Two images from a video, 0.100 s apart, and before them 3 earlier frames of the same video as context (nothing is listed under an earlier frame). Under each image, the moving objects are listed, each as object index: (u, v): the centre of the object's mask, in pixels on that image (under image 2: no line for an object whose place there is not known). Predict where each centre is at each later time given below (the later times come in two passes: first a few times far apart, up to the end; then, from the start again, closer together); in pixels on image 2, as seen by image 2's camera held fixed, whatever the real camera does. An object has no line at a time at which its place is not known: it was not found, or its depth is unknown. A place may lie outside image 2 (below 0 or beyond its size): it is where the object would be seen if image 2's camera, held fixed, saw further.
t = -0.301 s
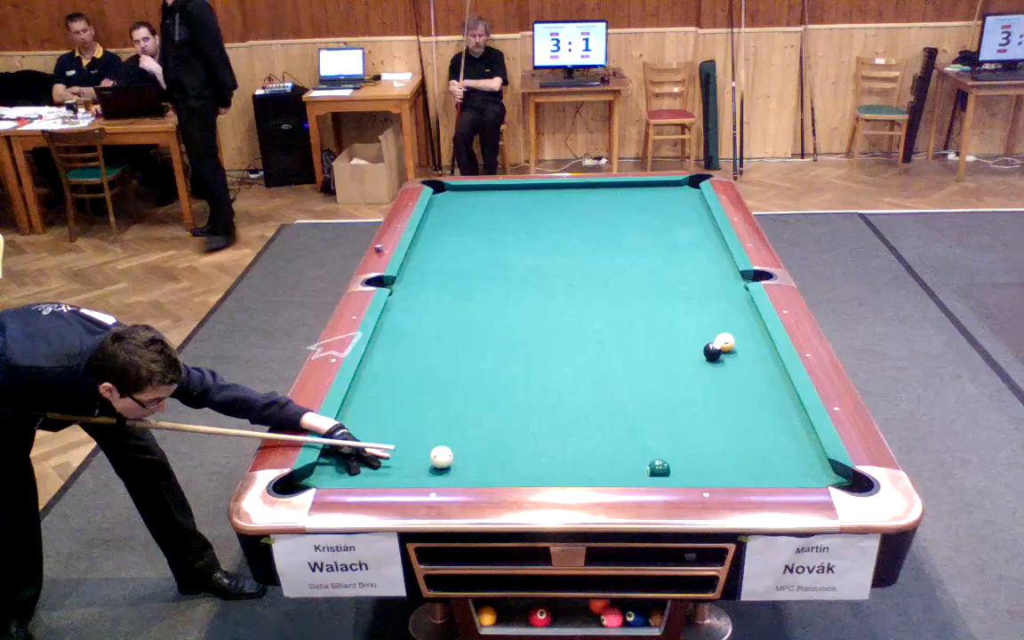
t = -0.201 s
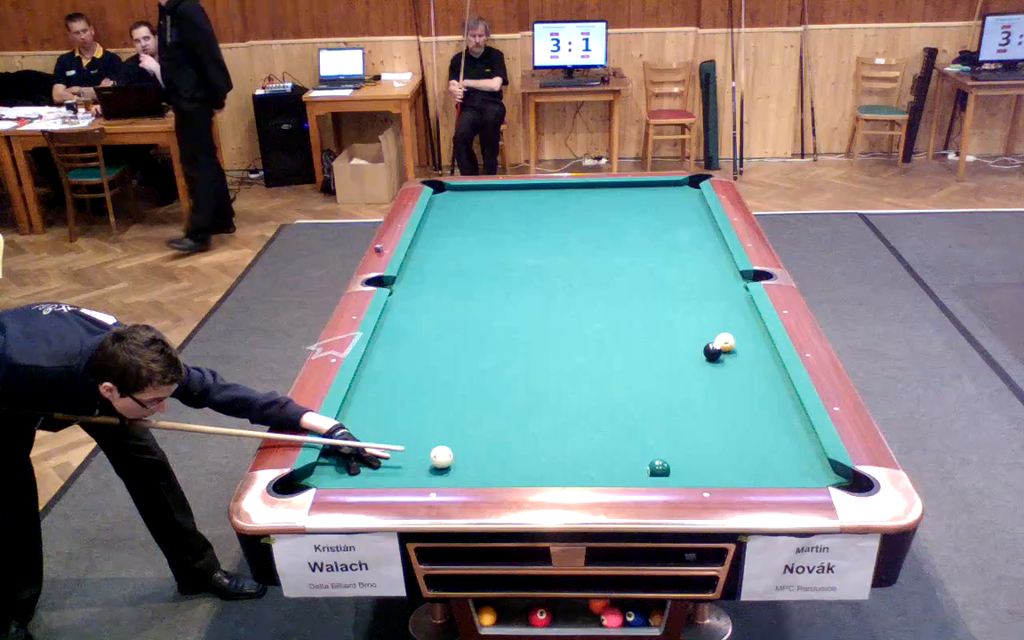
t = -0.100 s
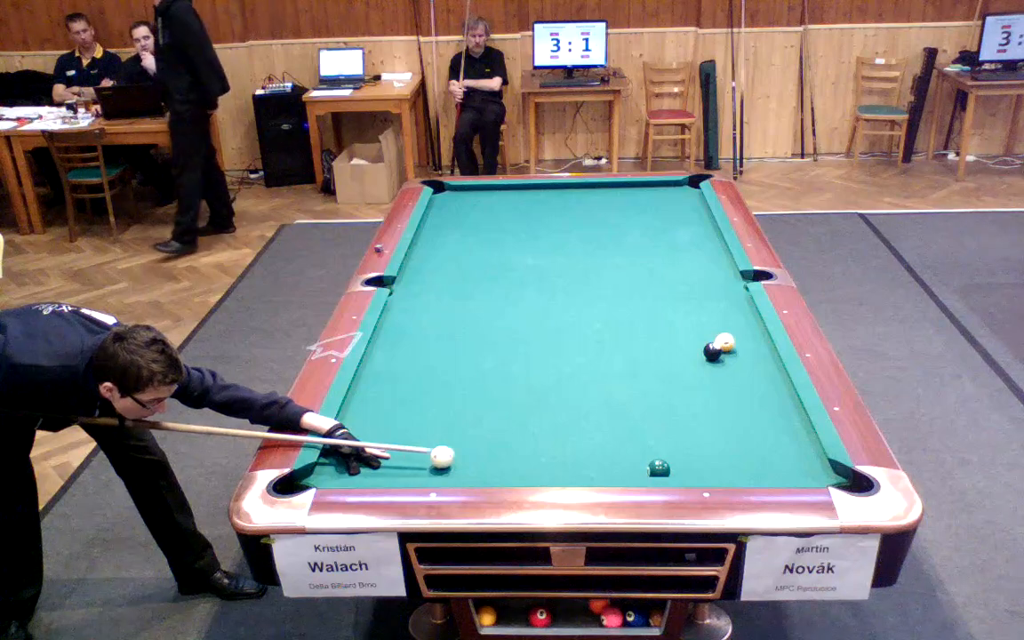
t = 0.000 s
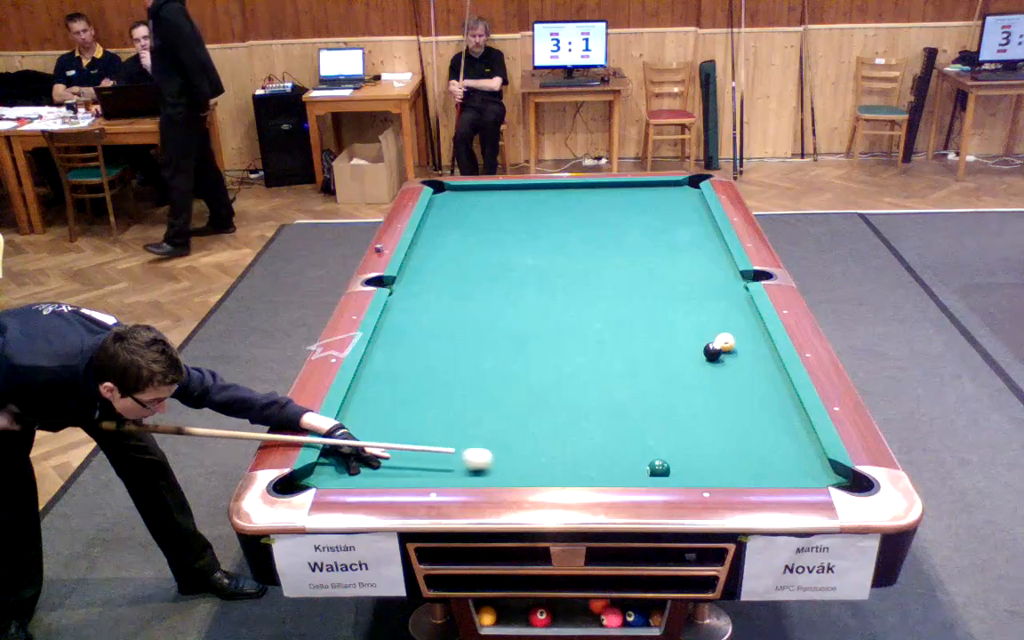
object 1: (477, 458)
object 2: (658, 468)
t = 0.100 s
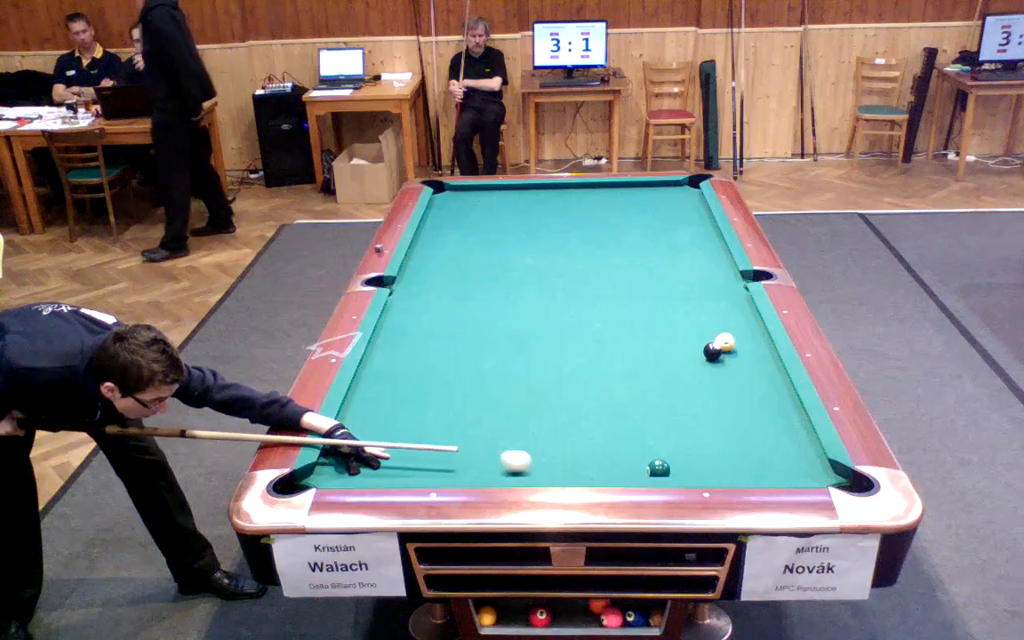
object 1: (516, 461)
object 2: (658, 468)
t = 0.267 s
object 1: (580, 464)
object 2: (658, 468)
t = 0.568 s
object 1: (645, 466)
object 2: (707, 470)
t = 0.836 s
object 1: (667, 467)
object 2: (766, 469)
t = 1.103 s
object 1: (687, 467)
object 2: (823, 470)
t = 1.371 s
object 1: (706, 468)
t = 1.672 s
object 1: (724, 468)
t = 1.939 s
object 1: (738, 468)
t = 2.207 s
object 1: (750, 467)
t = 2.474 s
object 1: (760, 467)
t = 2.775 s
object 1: (769, 467)
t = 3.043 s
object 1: (774, 467)
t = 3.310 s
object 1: (777, 467)
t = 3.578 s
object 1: (777, 467)
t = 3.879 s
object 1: (776, 467)
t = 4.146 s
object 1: (776, 467)
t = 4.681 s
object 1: (776, 467)
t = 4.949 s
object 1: (777, 467)
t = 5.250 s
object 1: (777, 467)
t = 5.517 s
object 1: (777, 467)
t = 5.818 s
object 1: (777, 467)
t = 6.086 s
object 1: (776, 467)
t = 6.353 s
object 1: (777, 466)
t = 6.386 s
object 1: (776, 467)
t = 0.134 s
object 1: (528, 462)
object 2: (658, 468)
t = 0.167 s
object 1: (541, 462)
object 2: (658, 468)
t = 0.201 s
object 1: (553, 462)
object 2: (658, 468)
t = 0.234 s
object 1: (567, 463)
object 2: (658, 468)
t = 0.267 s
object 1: (580, 464)
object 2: (658, 468)
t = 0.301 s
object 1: (592, 464)
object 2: (658, 468)
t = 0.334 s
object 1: (605, 465)
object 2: (658, 468)
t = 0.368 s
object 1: (618, 465)
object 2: (658, 468)
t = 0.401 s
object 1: (630, 466)
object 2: (658, 468)
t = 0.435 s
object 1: (635, 466)
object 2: (667, 469)
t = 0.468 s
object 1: (636, 466)
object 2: (678, 470)
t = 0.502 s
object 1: (639, 466)
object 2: (687, 470)
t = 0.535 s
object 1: (641, 466)
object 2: (697, 470)
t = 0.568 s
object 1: (645, 466)
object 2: (707, 470)
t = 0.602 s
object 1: (647, 466)
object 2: (715, 470)
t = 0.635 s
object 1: (650, 466)
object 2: (721, 470)
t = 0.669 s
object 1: (653, 467)
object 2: (729, 471)
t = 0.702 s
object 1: (656, 466)
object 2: (737, 470)
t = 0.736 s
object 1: (659, 467)
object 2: (745, 470)
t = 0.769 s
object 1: (662, 467)
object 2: (752, 469)
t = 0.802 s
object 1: (664, 467)
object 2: (759, 469)
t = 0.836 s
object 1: (667, 467)
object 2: (766, 469)
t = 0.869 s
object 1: (669, 467)
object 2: (774, 469)
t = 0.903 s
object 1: (673, 467)
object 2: (782, 468)
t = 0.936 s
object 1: (675, 467)
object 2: (789, 469)
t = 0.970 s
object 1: (677, 467)
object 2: (794, 469)
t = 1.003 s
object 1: (680, 467)
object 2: (802, 469)
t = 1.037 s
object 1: (683, 467)
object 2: (808, 469)
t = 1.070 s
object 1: (685, 467)
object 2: (815, 469)
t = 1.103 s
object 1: (687, 467)
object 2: (823, 470)
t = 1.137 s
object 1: (690, 467)
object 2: (828, 471)
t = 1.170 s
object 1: (692, 467)
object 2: (828, 472)
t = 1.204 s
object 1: (695, 467)
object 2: (828, 473)
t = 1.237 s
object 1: (697, 467)
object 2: (828, 474)
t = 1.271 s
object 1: (699, 467)
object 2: (829, 476)
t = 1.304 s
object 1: (702, 467)
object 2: (830, 477)
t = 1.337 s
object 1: (703, 468)
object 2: (832, 482)
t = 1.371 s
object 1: (706, 468)
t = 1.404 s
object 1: (708, 467)
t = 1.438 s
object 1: (710, 467)
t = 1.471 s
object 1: (712, 468)
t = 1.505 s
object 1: (714, 467)
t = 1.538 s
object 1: (716, 468)
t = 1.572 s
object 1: (718, 468)
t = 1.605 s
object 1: (720, 468)
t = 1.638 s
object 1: (722, 468)
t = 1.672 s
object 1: (724, 468)
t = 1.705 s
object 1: (726, 467)
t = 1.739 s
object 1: (728, 468)
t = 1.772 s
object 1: (729, 468)
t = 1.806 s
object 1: (731, 467)
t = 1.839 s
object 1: (733, 468)
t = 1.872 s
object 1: (735, 468)
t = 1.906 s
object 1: (737, 467)
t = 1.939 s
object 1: (738, 468)
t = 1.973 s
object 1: (740, 468)
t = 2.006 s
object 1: (741, 467)
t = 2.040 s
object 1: (743, 468)
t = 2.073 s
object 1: (744, 467)
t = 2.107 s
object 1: (746, 467)
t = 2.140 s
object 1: (747, 467)
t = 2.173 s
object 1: (749, 467)
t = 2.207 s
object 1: (750, 467)
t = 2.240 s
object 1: (752, 467)
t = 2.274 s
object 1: (753, 467)
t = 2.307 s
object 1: (754, 467)
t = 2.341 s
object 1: (755, 467)
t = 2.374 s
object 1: (757, 467)
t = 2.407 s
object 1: (758, 467)
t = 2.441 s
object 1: (759, 467)
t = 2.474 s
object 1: (760, 467)
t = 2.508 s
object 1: (761, 467)
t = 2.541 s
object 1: (762, 467)
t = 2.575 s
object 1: (763, 467)
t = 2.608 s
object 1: (764, 467)
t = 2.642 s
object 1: (765, 467)
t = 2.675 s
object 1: (766, 467)
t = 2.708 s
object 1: (767, 467)
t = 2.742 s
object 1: (768, 467)
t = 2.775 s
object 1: (769, 467)
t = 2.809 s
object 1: (770, 467)
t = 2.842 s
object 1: (770, 467)
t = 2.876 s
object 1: (771, 467)
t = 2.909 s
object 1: (772, 467)
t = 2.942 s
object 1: (773, 467)
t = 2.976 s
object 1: (773, 467)
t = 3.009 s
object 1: (774, 467)
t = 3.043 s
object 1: (774, 467)
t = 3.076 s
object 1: (774, 467)
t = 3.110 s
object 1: (775, 467)
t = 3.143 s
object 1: (775, 467)
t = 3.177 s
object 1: (776, 467)
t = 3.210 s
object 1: (776, 467)
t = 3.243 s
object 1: (777, 467)
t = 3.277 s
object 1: (777, 467)
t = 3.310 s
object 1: (777, 467)
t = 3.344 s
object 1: (777, 467)
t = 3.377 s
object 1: (777, 467)
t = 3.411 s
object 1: (777, 467)
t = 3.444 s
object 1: (777, 467)
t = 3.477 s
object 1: (777, 467)
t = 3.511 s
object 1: (777, 467)
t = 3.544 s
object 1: (777, 467)
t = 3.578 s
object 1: (777, 467)
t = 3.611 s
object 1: (777, 467)
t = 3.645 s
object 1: (776, 467)
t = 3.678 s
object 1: (777, 467)
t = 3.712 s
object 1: (777, 466)
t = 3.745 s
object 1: (776, 467)
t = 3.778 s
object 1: (776, 467)
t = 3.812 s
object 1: (775, 466)
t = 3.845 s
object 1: (776, 467)
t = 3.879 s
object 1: (776, 467)
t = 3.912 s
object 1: (776, 467)
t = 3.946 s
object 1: (776, 467)
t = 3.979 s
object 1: (776, 467)
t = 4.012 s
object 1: (776, 467)
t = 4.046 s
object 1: (776, 467)
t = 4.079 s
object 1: (776, 467)
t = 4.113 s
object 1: (776, 467)
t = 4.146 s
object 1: (776, 467)
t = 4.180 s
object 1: (776, 467)
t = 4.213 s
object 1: (776, 466)
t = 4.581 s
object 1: (775, 466)
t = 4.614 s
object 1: (776, 467)
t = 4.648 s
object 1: (776, 467)
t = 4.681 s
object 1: (776, 467)
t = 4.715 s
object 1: (776, 467)
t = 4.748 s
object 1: (776, 467)
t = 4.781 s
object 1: (776, 467)
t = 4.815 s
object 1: (776, 467)
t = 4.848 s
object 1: (777, 467)
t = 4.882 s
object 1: (777, 467)
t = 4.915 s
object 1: (777, 467)
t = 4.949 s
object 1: (777, 467)
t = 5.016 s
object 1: (776, 467)
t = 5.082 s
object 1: (776, 467)
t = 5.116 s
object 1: (776, 467)
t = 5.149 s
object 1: (776, 467)
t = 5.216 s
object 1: (776, 467)
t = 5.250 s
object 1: (777, 467)
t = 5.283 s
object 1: (776, 467)
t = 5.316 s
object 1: (777, 467)
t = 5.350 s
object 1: (777, 467)
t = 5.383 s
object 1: (777, 467)
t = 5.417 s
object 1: (777, 467)
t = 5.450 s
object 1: (777, 467)
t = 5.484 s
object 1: (777, 467)
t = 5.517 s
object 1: (777, 467)
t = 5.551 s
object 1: (777, 467)
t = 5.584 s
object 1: (777, 467)
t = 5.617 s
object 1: (777, 467)
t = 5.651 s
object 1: (777, 467)
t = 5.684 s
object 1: (777, 467)
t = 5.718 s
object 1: (777, 467)
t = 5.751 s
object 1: (777, 467)
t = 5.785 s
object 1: (777, 467)
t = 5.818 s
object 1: (777, 467)
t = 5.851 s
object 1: (777, 467)
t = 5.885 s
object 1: (777, 467)
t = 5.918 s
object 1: (777, 466)
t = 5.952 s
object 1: (776, 467)
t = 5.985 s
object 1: (777, 467)
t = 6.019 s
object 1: (776, 467)
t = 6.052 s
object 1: (776, 467)
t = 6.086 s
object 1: (776, 467)
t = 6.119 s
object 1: (776, 466)
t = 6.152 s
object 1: (776, 466)
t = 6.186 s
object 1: (777, 467)
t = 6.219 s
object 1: (777, 467)
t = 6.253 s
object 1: (776, 467)
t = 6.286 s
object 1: (776, 467)
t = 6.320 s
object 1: (777, 467)
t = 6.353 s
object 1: (777, 466)
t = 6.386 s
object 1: (776, 467)
